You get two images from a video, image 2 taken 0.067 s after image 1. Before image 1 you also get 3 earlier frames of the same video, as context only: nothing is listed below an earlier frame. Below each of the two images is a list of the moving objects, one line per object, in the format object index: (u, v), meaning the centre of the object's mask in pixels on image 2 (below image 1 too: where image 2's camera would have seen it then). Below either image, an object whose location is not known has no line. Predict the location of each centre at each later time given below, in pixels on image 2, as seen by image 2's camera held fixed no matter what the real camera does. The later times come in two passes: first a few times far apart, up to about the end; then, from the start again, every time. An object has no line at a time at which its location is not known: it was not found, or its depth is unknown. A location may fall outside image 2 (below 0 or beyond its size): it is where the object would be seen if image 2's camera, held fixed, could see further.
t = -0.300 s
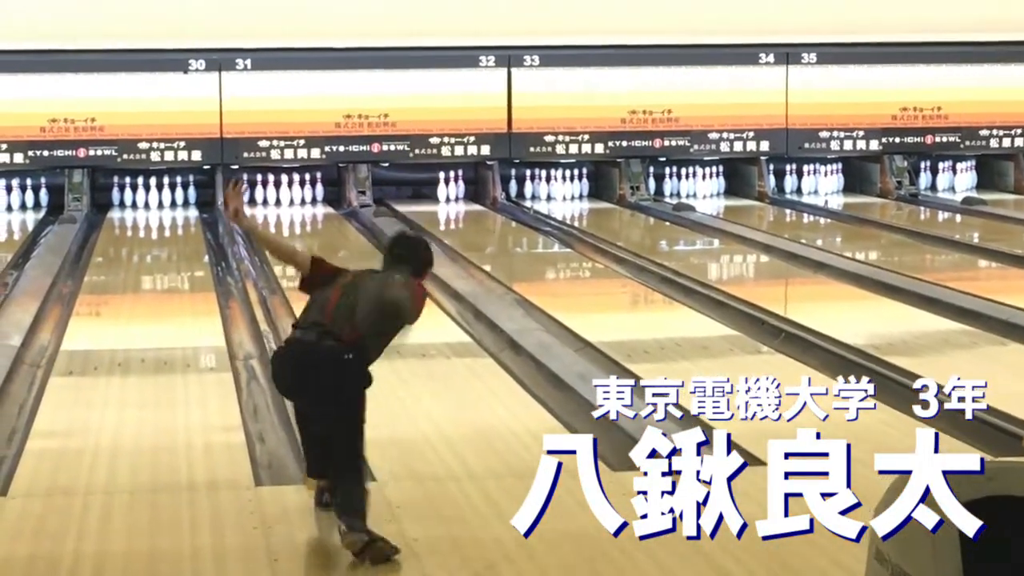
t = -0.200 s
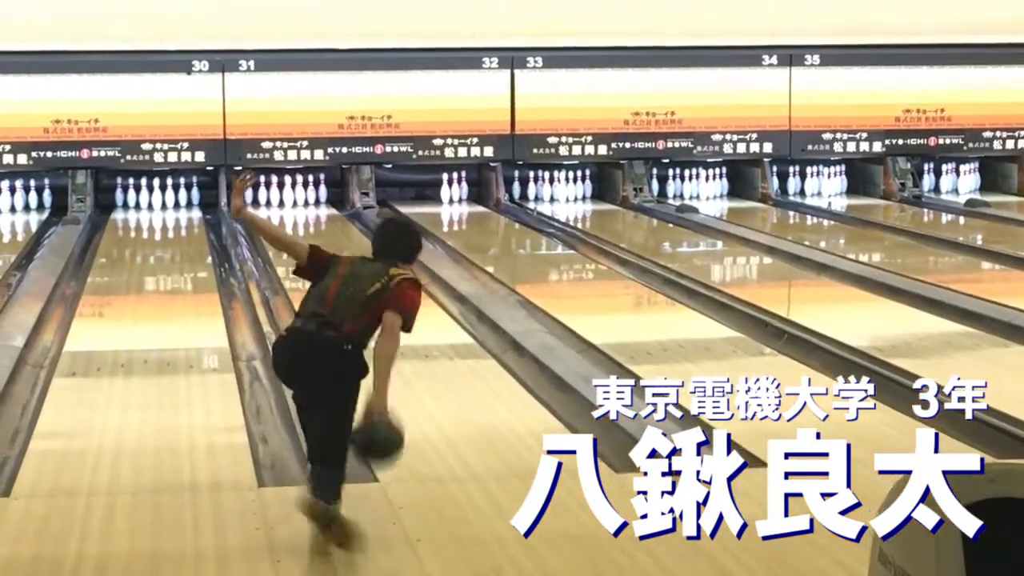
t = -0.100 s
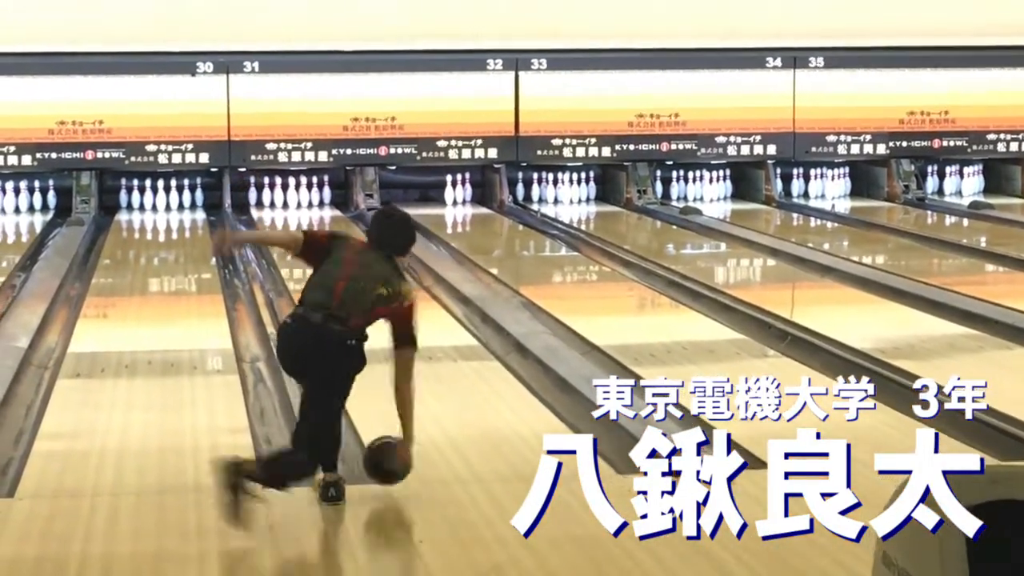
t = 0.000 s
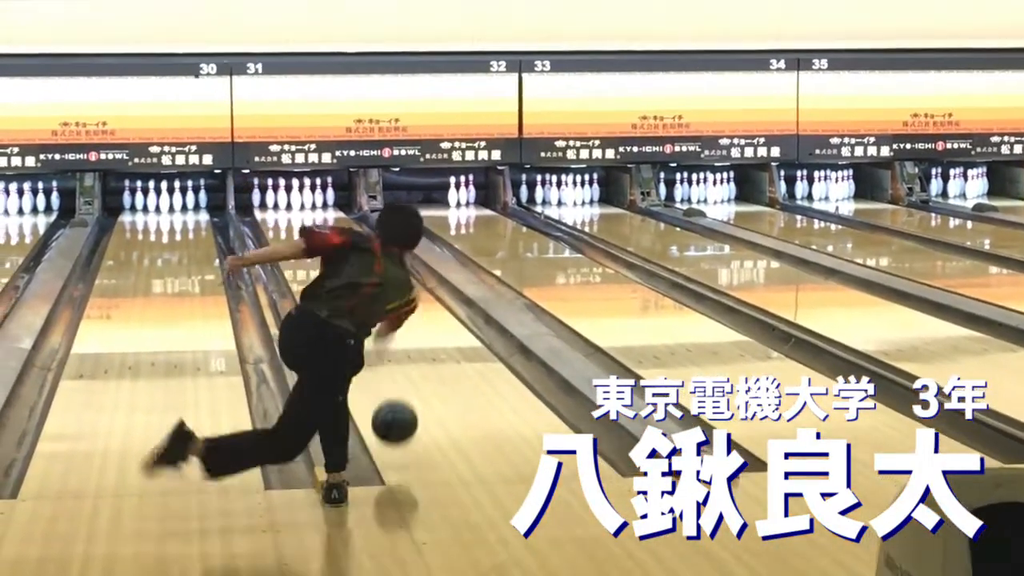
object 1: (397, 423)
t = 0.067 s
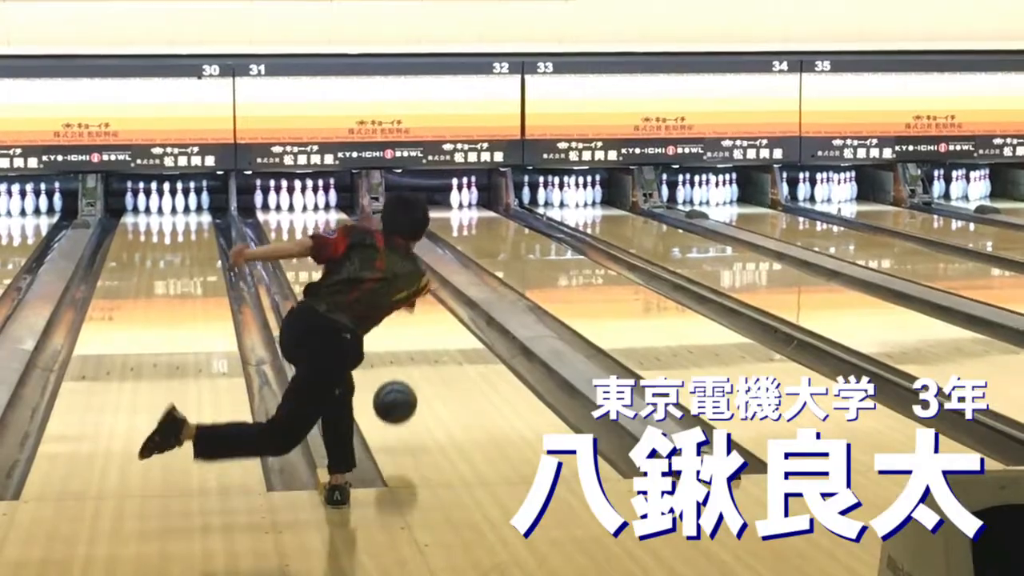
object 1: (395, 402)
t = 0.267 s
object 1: (391, 383)
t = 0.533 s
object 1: (388, 340)
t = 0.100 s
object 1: (394, 395)
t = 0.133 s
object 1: (394, 390)
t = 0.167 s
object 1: (393, 388)
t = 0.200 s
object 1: (392, 388)
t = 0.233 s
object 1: (392, 390)
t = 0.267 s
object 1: (391, 383)
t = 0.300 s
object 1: (391, 377)
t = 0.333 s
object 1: (390, 372)
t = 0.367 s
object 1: (390, 367)
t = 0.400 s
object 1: (389, 361)
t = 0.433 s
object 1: (389, 355)
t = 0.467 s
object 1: (389, 350)
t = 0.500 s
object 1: (388, 345)
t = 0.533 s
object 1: (388, 340)
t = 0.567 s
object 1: (388, 335)
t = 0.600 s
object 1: (387, 331)
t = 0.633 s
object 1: (387, 327)
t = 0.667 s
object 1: (387, 322)
